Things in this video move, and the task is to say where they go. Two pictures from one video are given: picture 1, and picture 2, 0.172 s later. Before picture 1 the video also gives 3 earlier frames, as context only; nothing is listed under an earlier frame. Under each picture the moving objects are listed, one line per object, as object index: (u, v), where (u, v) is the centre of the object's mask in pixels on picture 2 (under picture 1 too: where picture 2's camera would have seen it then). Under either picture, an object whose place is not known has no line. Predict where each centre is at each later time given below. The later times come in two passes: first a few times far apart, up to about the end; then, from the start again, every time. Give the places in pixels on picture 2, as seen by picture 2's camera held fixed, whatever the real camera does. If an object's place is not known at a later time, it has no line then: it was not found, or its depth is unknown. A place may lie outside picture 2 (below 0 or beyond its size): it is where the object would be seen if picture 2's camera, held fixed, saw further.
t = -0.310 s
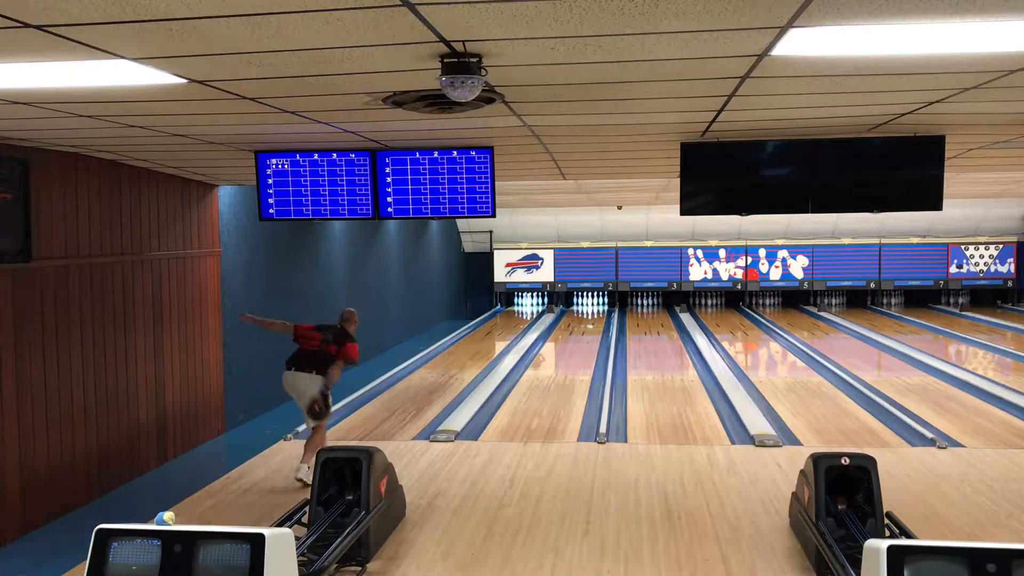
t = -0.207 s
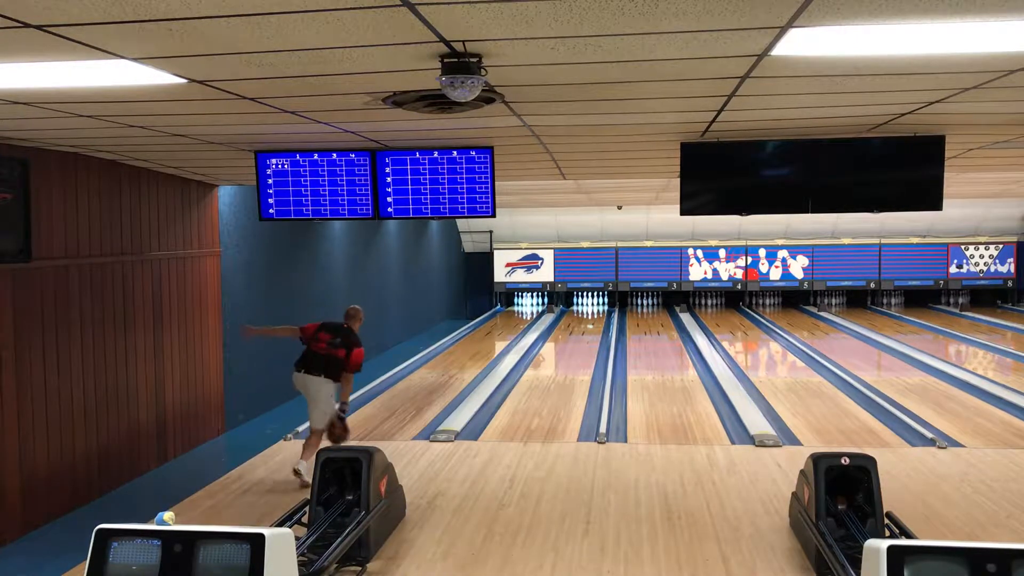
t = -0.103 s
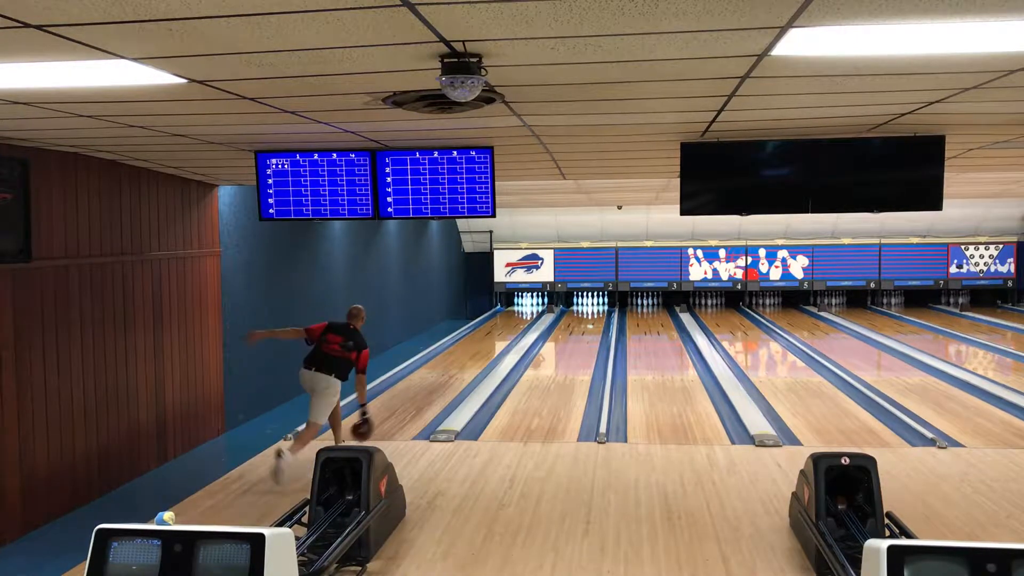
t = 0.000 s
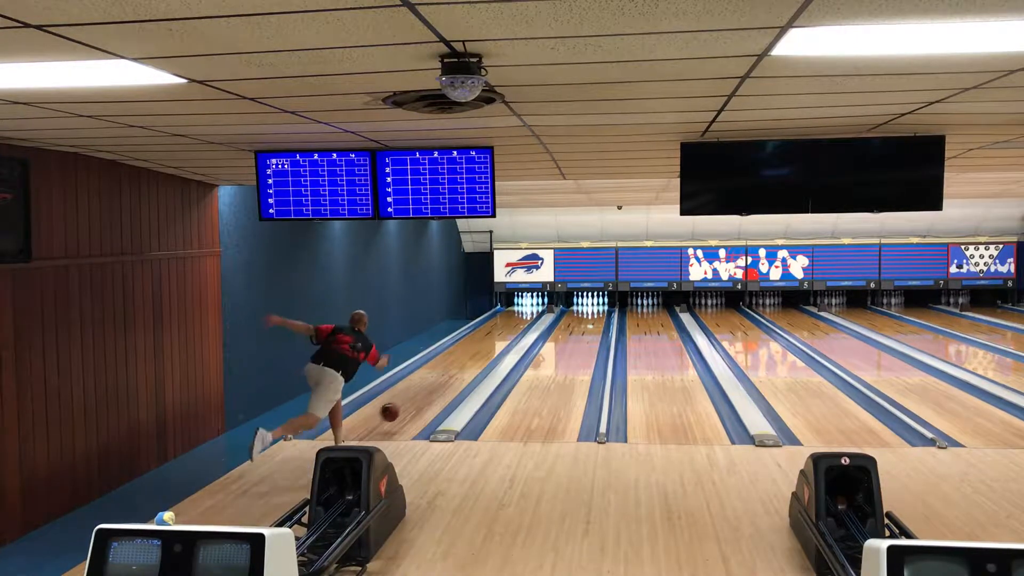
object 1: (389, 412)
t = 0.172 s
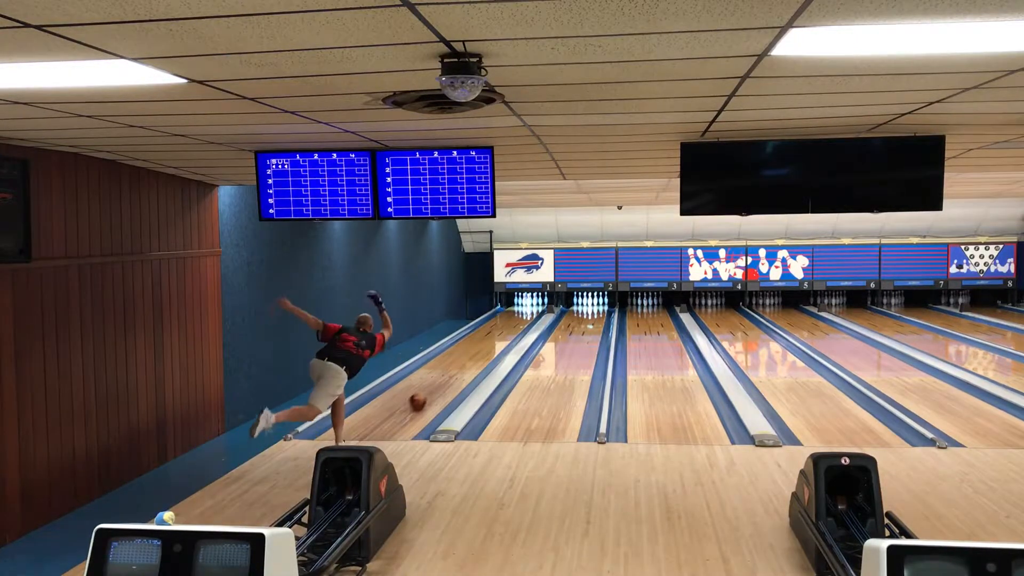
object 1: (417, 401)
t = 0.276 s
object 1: (431, 392)
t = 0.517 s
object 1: (457, 372)
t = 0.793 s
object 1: (478, 354)
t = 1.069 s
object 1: (495, 339)
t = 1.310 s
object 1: (505, 329)
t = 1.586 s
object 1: (514, 321)
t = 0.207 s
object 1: (422, 399)
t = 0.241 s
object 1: (426, 395)
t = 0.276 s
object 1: (431, 392)
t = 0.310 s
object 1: (435, 388)
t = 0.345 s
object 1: (439, 385)
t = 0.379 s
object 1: (443, 382)
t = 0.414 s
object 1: (447, 379)
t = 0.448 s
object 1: (450, 376)
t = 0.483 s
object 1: (453, 374)
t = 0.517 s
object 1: (457, 372)
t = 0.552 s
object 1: (460, 369)
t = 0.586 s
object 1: (463, 367)
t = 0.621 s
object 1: (465, 364)
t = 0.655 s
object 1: (468, 362)
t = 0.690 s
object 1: (471, 360)
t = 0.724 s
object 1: (473, 358)
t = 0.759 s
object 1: (476, 356)
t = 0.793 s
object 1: (478, 354)
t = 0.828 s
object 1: (480, 352)
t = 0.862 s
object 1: (482, 350)
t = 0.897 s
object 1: (484, 348)
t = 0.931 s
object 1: (486, 347)
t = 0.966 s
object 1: (488, 345)
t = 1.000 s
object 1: (492, 342)
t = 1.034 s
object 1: (493, 340)
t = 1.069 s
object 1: (495, 339)
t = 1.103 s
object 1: (497, 337)
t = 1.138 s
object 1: (498, 336)
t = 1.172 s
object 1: (500, 334)
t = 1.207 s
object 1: (501, 333)
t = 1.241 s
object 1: (502, 332)
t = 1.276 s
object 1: (504, 330)
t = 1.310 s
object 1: (505, 329)
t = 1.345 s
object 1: (506, 329)
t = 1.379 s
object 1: (507, 327)
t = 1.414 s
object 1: (509, 326)
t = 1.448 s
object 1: (510, 325)
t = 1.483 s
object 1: (511, 324)
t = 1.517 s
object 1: (512, 322)
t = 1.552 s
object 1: (513, 322)
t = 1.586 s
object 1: (514, 321)
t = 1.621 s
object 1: (515, 320)
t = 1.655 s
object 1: (517, 320)
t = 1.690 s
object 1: (517, 318)
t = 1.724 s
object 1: (518, 317)
